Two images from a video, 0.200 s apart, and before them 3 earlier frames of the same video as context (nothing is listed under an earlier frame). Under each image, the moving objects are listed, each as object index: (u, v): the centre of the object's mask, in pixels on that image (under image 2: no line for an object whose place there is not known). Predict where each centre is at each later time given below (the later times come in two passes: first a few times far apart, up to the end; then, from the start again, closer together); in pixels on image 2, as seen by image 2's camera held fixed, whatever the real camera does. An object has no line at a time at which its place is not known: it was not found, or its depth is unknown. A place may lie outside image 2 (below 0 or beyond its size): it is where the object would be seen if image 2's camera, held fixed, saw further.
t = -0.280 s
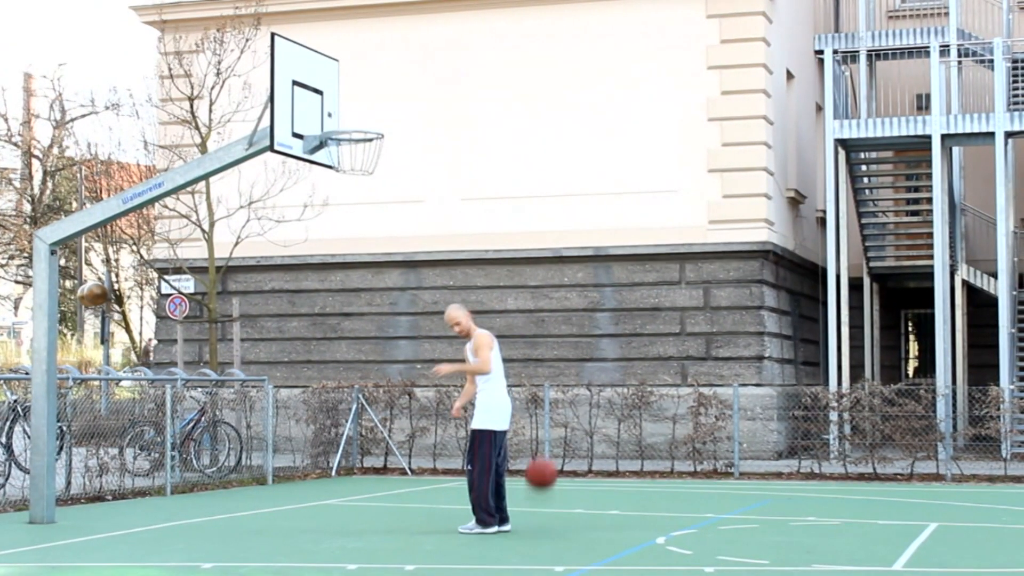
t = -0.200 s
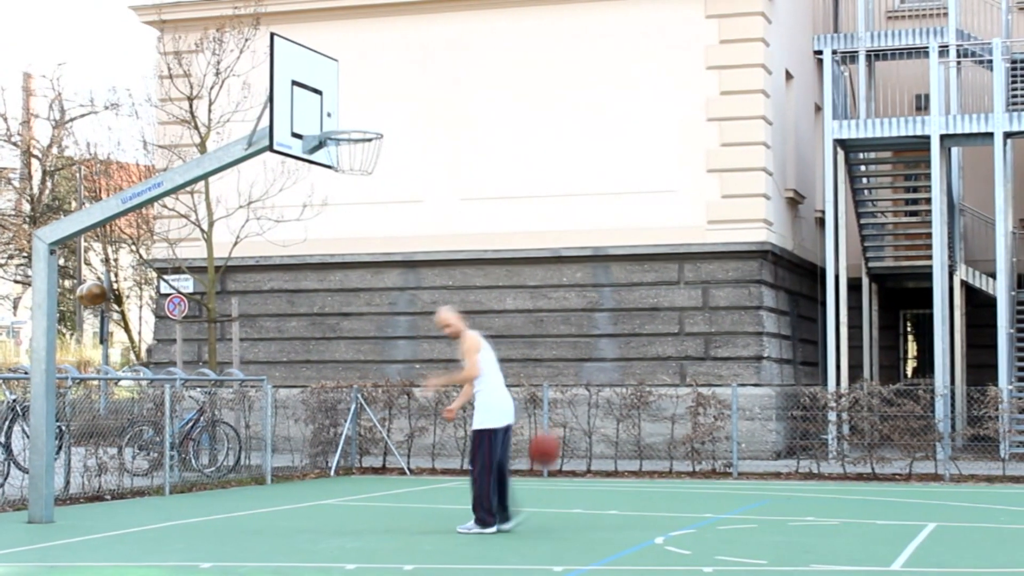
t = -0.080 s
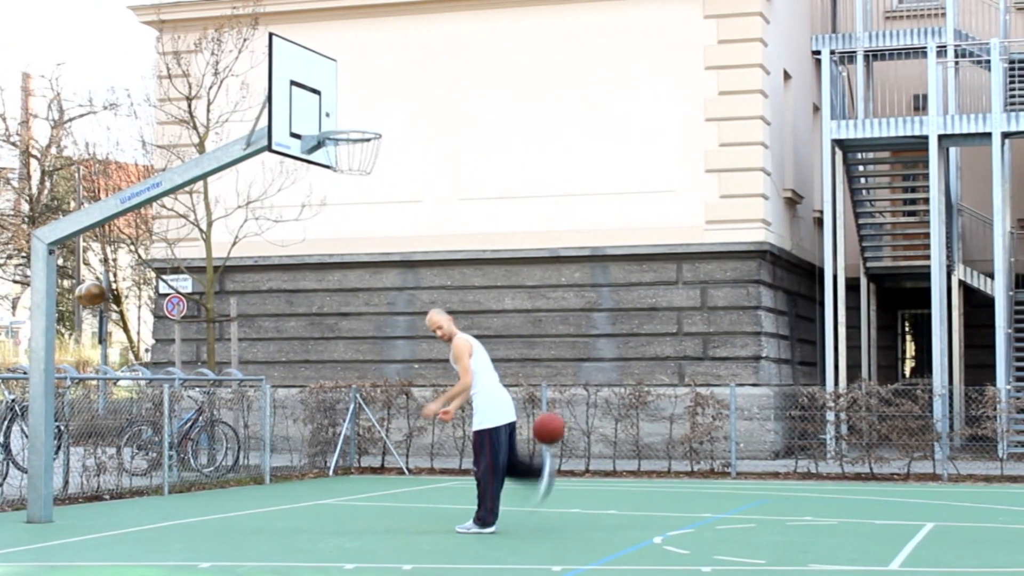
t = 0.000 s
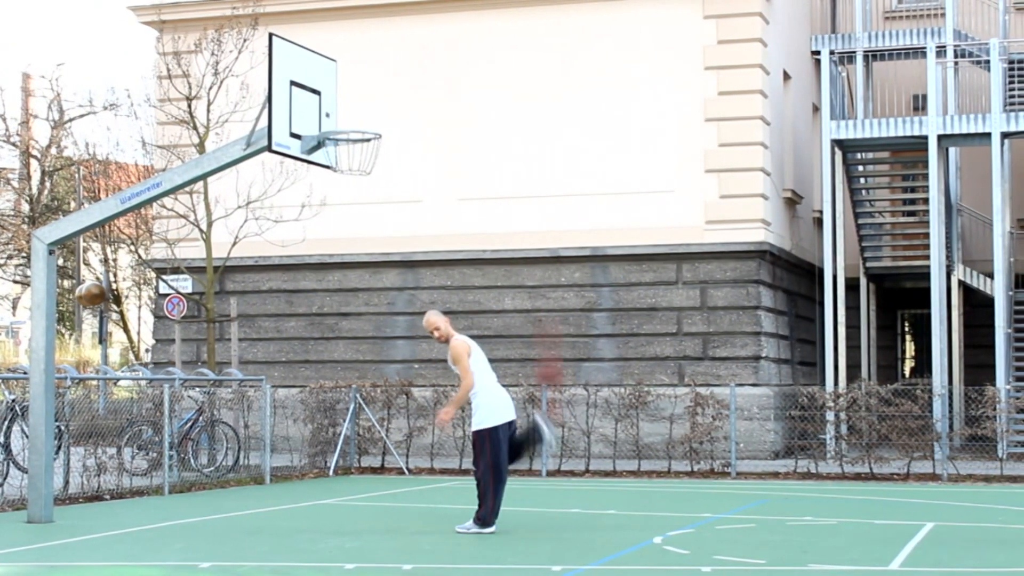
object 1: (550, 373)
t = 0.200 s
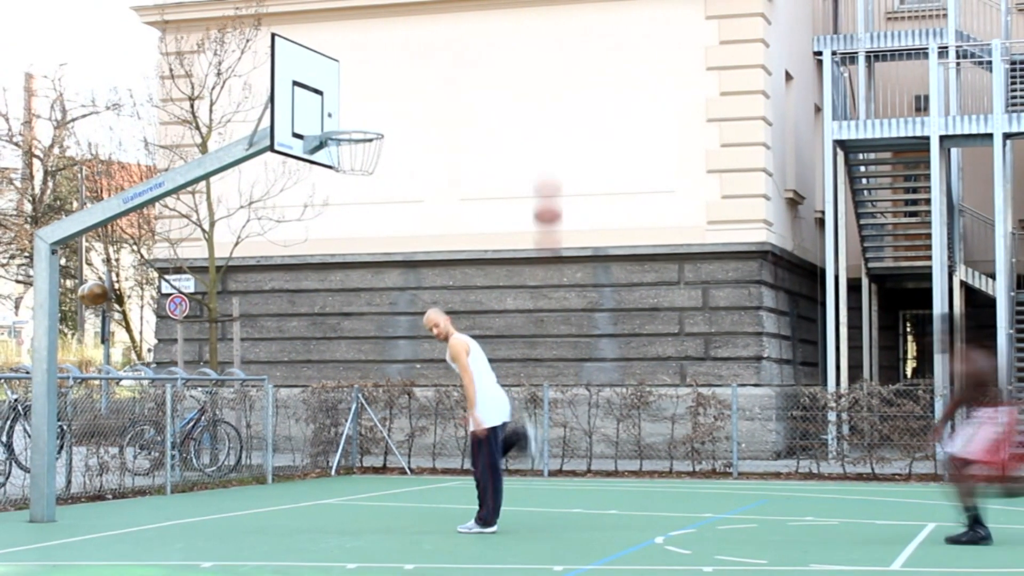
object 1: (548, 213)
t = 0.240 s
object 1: (547, 189)
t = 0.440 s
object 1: (545, 91)
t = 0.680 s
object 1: (542, 42)
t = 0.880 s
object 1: (541, 54)
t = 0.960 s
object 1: (540, 72)
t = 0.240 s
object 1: (547, 189)
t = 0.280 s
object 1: (546, 165)
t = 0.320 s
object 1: (546, 144)
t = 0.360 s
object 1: (545, 125)
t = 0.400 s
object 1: (545, 108)
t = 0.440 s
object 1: (545, 91)
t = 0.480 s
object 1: (544, 78)
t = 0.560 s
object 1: (543, 58)
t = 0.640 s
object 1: (543, 45)
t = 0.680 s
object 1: (542, 42)
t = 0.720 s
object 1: (542, 40)
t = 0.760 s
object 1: (542, 41)
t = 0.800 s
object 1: (541, 43)
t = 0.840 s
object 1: (541, 47)
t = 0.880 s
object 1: (541, 54)
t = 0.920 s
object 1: (540, 62)
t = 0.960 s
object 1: (540, 72)
